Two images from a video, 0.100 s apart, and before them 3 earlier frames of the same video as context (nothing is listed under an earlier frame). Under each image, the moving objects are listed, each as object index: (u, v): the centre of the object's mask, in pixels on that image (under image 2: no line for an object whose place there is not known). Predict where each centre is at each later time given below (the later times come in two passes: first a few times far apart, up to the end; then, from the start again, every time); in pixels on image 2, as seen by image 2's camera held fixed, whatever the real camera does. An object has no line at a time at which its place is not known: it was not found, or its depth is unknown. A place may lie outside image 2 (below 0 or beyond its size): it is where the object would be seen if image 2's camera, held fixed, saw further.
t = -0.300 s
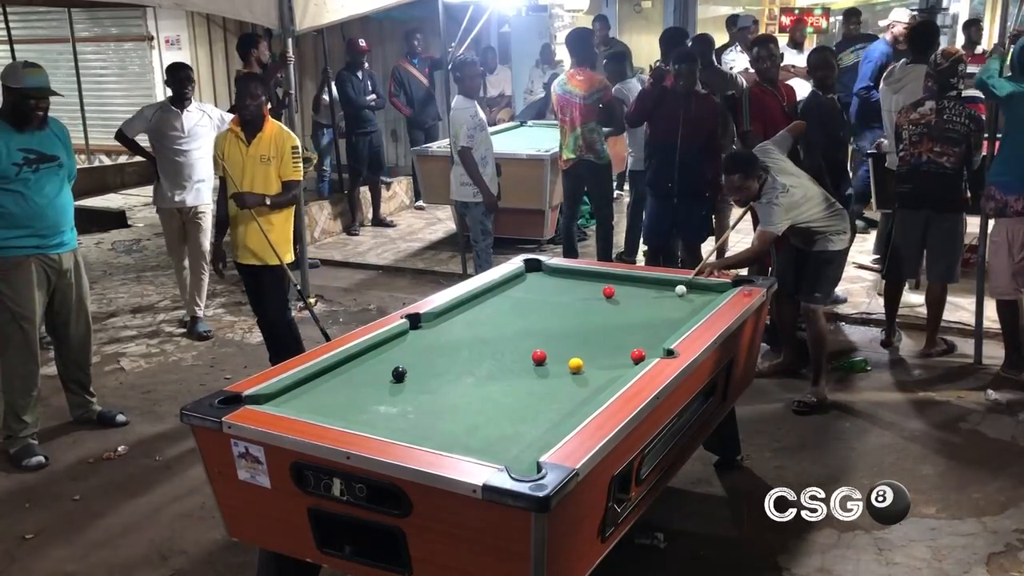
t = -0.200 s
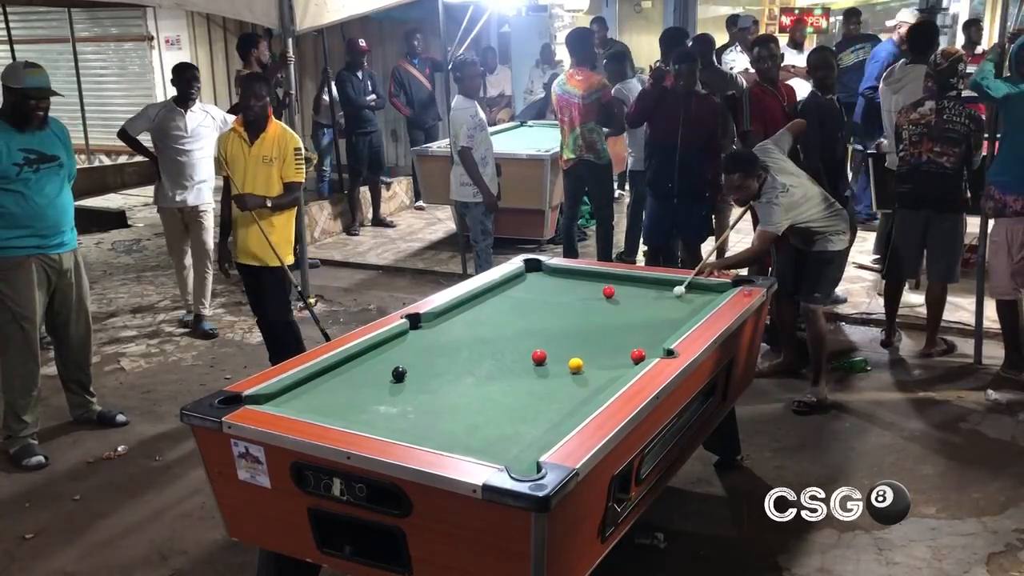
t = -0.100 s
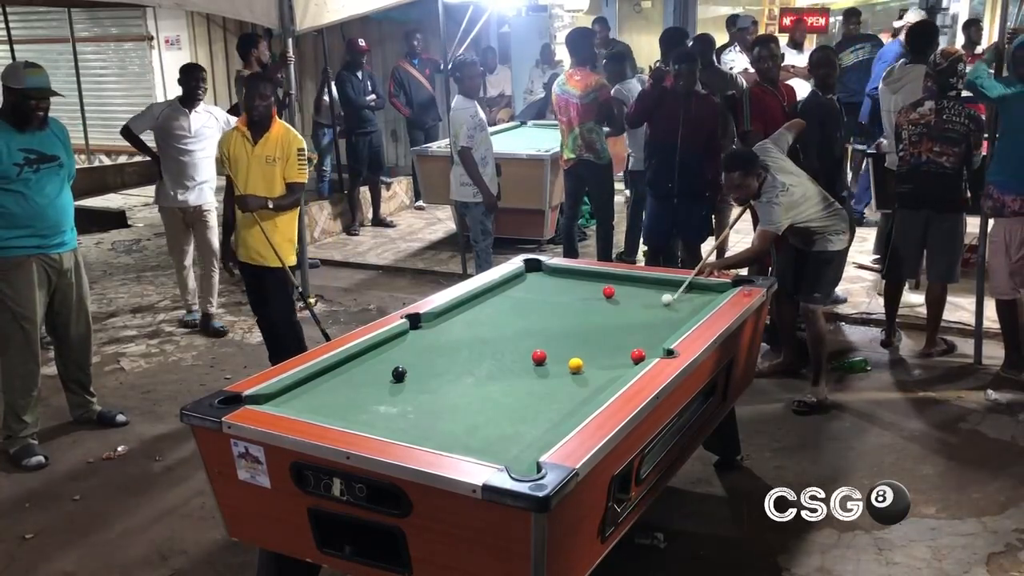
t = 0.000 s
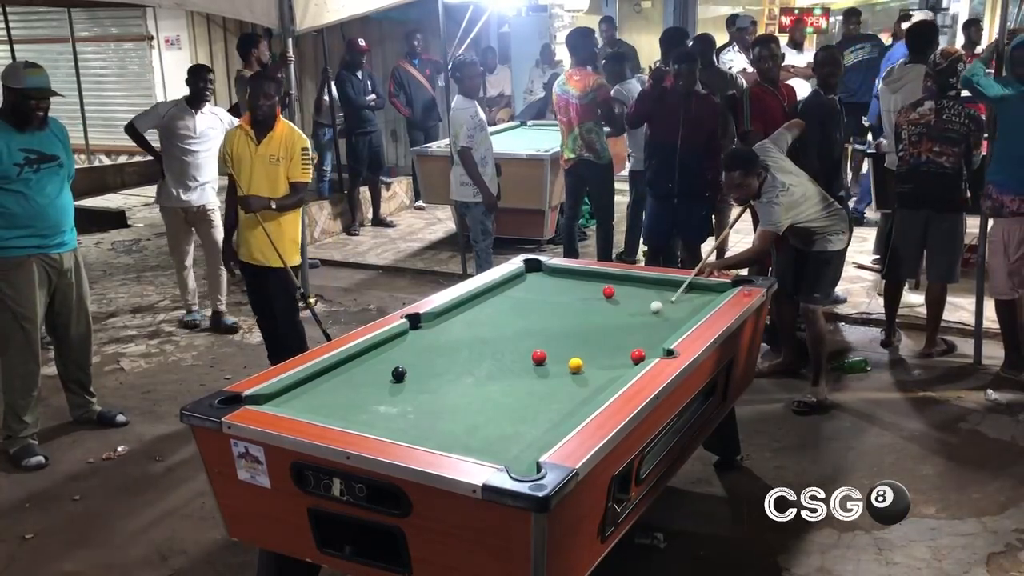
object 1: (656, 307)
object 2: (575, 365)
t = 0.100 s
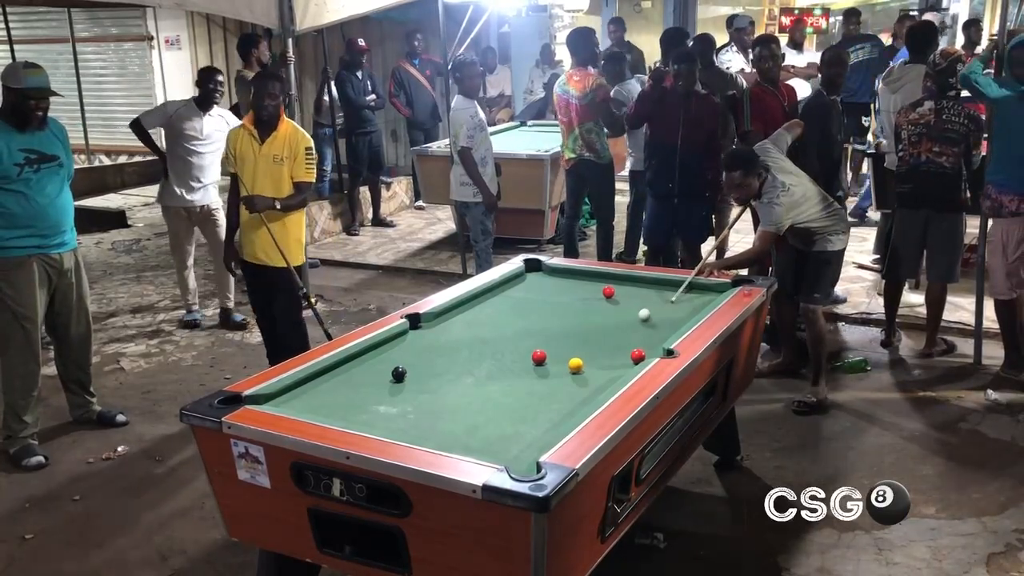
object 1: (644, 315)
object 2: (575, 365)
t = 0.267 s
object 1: (624, 328)
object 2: (575, 365)
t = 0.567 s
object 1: (585, 355)
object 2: (575, 365)
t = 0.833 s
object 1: (553, 363)
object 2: (572, 379)
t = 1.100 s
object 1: (522, 368)
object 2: (567, 396)
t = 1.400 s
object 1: (491, 373)
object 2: (562, 416)
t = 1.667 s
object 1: (465, 378)
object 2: (547, 430)
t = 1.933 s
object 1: (440, 382)
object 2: (525, 441)
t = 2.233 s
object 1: (415, 386)
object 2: (501, 452)
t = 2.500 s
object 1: (394, 389)
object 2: (500, 451)
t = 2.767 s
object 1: (375, 392)
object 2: (509, 444)
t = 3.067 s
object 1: (356, 396)
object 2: (518, 437)
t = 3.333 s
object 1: (342, 398)
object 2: (525, 432)
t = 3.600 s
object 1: (329, 400)
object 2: (530, 428)
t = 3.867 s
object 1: (319, 401)
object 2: (535, 425)
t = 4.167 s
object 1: (310, 403)
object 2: (538, 422)
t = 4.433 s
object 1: (306, 404)
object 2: (541, 421)
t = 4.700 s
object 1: (303, 404)
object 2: (542, 420)
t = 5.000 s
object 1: (304, 404)
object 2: (542, 420)
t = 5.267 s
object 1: (303, 404)
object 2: (542, 420)
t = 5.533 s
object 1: (304, 404)
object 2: (542, 420)
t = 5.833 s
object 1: (303, 404)
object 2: (542, 420)
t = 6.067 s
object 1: (303, 404)
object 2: (542, 420)
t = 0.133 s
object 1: (640, 317)
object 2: (575, 365)
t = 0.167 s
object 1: (636, 320)
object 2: (575, 365)
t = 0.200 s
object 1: (632, 323)
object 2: (575, 365)
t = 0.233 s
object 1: (628, 325)
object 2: (575, 365)
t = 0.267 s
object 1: (624, 328)
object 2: (575, 365)
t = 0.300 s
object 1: (620, 331)
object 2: (575, 365)
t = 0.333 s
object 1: (616, 334)
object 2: (575, 365)
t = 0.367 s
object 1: (611, 337)
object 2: (575, 365)
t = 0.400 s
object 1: (607, 340)
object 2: (575, 365)
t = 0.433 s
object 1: (603, 343)
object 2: (575, 365)
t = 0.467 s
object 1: (598, 346)
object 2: (575, 365)
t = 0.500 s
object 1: (594, 349)
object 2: (575, 365)
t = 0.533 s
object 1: (589, 352)
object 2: (575, 365)
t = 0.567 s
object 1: (585, 355)
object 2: (575, 365)
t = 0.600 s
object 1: (581, 356)
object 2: (575, 365)
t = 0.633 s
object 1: (575, 356)
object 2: (575, 366)
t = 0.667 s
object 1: (571, 358)
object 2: (574, 368)
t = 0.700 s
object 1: (567, 360)
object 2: (573, 371)
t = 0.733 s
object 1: (564, 361)
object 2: (573, 373)
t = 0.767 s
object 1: (560, 362)
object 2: (572, 375)
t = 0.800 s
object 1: (556, 363)
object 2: (572, 376)
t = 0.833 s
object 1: (553, 363)
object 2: (572, 379)
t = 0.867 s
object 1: (548, 364)
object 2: (571, 381)
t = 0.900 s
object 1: (545, 365)
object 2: (570, 383)
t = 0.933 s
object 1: (541, 365)
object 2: (570, 385)
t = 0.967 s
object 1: (538, 366)
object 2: (569, 387)
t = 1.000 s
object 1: (534, 367)
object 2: (569, 389)
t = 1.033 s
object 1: (530, 367)
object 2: (568, 392)
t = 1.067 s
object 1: (526, 368)
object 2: (567, 394)
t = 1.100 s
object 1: (522, 368)
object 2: (567, 396)
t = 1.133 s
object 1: (519, 369)
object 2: (566, 398)
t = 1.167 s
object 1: (515, 369)
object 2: (566, 400)
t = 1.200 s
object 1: (512, 370)
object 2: (565, 403)
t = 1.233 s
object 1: (508, 370)
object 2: (565, 405)
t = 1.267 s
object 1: (505, 371)
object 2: (564, 407)
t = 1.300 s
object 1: (501, 371)
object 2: (564, 410)
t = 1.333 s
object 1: (498, 372)
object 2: (563, 412)
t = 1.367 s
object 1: (494, 373)
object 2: (562, 414)
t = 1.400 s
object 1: (491, 373)
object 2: (562, 416)
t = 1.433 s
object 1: (488, 374)
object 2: (561, 418)
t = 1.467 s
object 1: (484, 374)
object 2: (560, 419)
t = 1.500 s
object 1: (481, 375)
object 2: (559, 421)
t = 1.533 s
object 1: (477, 375)
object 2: (558, 423)
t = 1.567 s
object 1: (474, 376)
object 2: (555, 425)
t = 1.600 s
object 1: (471, 376)
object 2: (553, 427)
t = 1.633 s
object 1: (468, 377)
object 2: (550, 428)
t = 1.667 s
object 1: (465, 378)
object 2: (547, 430)
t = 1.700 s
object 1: (461, 378)
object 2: (545, 432)
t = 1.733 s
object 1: (458, 379)
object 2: (542, 433)
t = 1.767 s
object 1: (455, 379)
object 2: (539, 436)
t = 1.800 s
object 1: (452, 380)
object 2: (536, 437)
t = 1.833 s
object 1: (449, 380)
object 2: (534, 437)
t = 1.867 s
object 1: (446, 381)
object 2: (531, 438)
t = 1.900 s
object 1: (443, 381)
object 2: (528, 440)
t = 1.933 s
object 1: (440, 382)
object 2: (525, 441)
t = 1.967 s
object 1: (437, 382)
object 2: (522, 443)
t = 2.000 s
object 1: (434, 382)
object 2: (520, 444)
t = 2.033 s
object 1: (431, 383)
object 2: (517, 446)
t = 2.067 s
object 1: (428, 383)
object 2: (514, 447)
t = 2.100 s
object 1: (426, 384)
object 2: (512, 448)
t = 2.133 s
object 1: (423, 384)
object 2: (509, 449)
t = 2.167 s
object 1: (420, 385)
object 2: (506, 451)
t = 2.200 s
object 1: (417, 385)
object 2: (503, 451)
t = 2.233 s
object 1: (415, 386)
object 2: (501, 452)
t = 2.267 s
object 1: (412, 387)
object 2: (499, 453)
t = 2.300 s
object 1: (409, 387)
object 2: (496, 454)
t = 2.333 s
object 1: (407, 387)
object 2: (495, 454)
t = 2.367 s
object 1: (404, 388)
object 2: (496, 453)
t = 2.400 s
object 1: (401, 388)
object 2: (497, 453)
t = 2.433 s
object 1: (399, 389)
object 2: (498, 452)
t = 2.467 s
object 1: (396, 389)
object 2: (499, 452)
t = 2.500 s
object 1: (394, 389)
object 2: (500, 451)
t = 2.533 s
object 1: (391, 390)
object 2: (501, 450)
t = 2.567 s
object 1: (389, 390)
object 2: (502, 450)
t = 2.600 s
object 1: (386, 390)
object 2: (504, 448)
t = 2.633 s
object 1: (384, 391)
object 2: (505, 448)
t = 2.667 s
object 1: (382, 391)
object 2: (506, 447)
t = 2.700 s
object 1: (380, 392)
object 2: (507, 446)
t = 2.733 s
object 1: (377, 392)
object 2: (508, 445)
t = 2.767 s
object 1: (375, 392)
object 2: (509, 444)
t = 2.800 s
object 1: (373, 393)
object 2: (510, 443)
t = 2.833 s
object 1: (370, 393)
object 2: (511, 442)
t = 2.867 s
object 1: (368, 393)
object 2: (512, 442)
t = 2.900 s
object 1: (366, 394)
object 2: (513, 441)
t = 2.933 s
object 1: (364, 394)
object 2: (514, 440)
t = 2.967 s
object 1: (362, 395)
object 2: (515, 439)
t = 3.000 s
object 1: (360, 395)
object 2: (516, 439)
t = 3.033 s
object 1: (358, 395)
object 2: (517, 438)
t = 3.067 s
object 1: (356, 396)
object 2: (518, 437)
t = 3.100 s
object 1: (354, 396)
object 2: (519, 437)
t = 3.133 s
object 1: (352, 396)
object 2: (520, 436)
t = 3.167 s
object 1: (350, 396)
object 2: (521, 435)
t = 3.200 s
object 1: (348, 397)
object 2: (521, 435)
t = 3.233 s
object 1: (347, 397)
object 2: (522, 434)
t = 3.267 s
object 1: (345, 397)
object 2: (523, 434)
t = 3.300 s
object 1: (343, 398)
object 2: (524, 433)
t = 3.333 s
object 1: (342, 398)
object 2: (525, 432)
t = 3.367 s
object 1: (340, 398)
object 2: (525, 432)
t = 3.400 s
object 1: (338, 399)
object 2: (526, 431)
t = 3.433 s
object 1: (337, 399)
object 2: (527, 431)
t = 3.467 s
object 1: (335, 399)
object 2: (527, 430)
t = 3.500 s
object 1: (334, 399)
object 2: (528, 430)
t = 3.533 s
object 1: (332, 400)
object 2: (528, 429)
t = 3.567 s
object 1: (331, 400)
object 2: (529, 429)
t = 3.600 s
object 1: (329, 400)
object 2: (530, 428)
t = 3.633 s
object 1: (328, 400)
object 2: (531, 428)
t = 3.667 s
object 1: (327, 400)
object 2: (531, 428)
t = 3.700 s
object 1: (325, 401)
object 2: (532, 427)
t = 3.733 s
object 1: (324, 401)
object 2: (532, 427)
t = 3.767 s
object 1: (323, 401)
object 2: (533, 426)
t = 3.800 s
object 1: (322, 401)
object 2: (533, 426)
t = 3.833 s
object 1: (320, 401)
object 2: (534, 426)
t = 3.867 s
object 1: (319, 401)
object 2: (535, 425)
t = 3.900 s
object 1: (318, 402)
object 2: (535, 425)
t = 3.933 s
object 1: (317, 402)
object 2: (536, 425)
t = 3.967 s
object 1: (316, 402)
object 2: (536, 424)
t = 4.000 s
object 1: (315, 402)
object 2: (536, 424)
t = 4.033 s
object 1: (314, 402)
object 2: (537, 423)
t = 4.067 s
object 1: (313, 402)
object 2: (537, 423)
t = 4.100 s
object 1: (312, 403)
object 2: (538, 423)
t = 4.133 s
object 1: (311, 403)
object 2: (538, 423)
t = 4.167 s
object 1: (310, 403)
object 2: (538, 422)
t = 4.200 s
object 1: (309, 403)
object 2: (539, 422)
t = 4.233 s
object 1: (309, 403)
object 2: (539, 422)
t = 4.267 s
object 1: (308, 403)
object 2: (539, 422)
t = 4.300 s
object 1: (308, 403)
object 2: (540, 422)
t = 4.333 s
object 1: (307, 404)
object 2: (540, 421)
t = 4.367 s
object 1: (307, 404)
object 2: (540, 421)
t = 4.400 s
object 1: (306, 404)
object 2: (541, 421)
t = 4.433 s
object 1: (306, 404)
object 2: (541, 421)
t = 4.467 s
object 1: (305, 404)
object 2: (541, 421)
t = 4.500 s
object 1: (305, 404)
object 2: (541, 421)
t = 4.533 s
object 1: (304, 404)
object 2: (541, 421)
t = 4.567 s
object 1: (304, 404)
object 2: (541, 421)
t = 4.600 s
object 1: (303, 404)
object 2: (541, 420)
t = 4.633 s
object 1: (303, 404)
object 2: (541, 420)
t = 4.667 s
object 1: (303, 404)
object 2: (541, 420)
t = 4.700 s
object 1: (303, 404)
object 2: (542, 420)
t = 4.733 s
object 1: (303, 404)
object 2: (542, 420)
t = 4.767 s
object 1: (303, 404)
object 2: (542, 420)
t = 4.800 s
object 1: (303, 404)
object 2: (542, 420)
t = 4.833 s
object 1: (303, 404)
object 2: (542, 420)
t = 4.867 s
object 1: (303, 404)
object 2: (542, 420)
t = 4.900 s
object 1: (303, 404)
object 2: (542, 420)
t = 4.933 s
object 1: (304, 404)
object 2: (542, 420)
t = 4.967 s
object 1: (304, 404)
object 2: (542, 420)
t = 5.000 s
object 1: (304, 404)
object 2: (542, 420)
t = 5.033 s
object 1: (304, 404)
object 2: (542, 420)
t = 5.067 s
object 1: (304, 404)
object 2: (542, 420)
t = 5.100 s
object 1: (303, 404)
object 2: (542, 420)
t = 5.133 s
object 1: (303, 404)
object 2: (542, 420)
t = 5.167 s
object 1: (303, 404)
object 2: (542, 420)
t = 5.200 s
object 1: (303, 404)
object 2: (542, 420)
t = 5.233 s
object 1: (303, 404)
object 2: (542, 420)
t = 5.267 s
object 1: (303, 404)
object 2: (542, 420)
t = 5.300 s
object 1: (303, 404)
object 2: (542, 420)
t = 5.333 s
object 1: (304, 404)
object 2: (542, 420)
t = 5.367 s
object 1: (303, 404)
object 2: (542, 420)
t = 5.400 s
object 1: (304, 404)
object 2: (542, 420)
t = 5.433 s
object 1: (304, 404)
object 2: (541, 420)
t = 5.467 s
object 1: (304, 404)
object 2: (542, 420)
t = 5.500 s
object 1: (304, 404)
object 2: (542, 420)
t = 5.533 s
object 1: (304, 404)
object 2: (542, 420)
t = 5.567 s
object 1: (303, 404)
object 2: (542, 420)
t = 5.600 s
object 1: (303, 404)
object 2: (542, 420)
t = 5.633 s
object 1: (303, 404)
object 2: (542, 420)
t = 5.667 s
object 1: (304, 404)
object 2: (542, 420)
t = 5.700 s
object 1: (304, 404)
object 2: (542, 420)
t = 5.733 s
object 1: (304, 404)
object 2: (542, 420)
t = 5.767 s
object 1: (304, 404)
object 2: (542, 420)
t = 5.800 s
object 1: (304, 404)
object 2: (542, 420)
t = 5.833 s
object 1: (303, 404)
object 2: (542, 420)
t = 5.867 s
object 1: (304, 404)
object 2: (542, 420)
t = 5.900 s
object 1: (303, 404)
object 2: (542, 420)
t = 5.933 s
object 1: (303, 404)
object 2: (542, 420)
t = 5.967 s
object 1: (303, 404)
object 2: (542, 420)
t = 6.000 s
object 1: (303, 404)
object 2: (542, 420)
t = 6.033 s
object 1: (303, 404)
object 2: (542, 420)
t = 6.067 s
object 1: (303, 404)
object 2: (542, 420)
